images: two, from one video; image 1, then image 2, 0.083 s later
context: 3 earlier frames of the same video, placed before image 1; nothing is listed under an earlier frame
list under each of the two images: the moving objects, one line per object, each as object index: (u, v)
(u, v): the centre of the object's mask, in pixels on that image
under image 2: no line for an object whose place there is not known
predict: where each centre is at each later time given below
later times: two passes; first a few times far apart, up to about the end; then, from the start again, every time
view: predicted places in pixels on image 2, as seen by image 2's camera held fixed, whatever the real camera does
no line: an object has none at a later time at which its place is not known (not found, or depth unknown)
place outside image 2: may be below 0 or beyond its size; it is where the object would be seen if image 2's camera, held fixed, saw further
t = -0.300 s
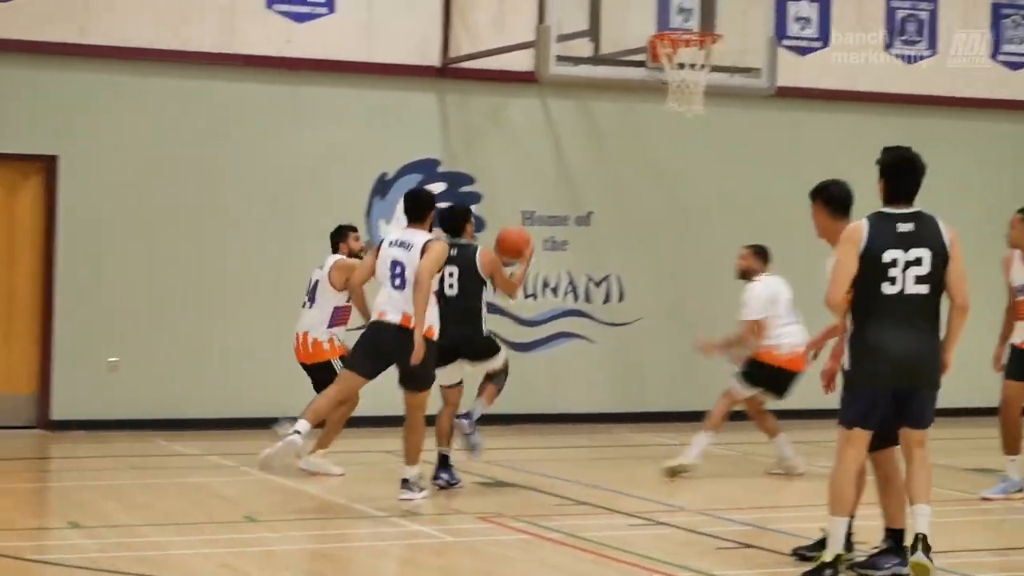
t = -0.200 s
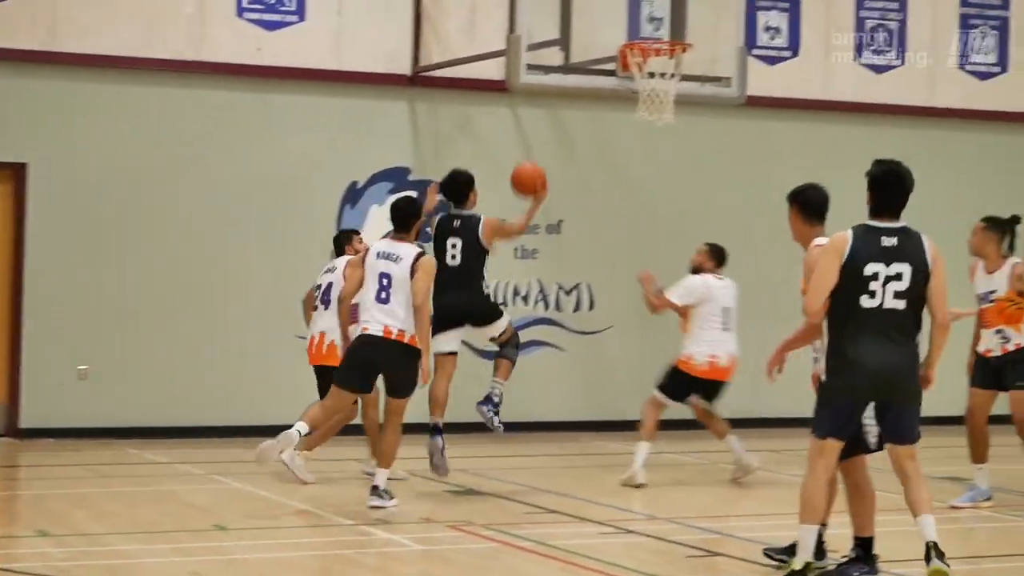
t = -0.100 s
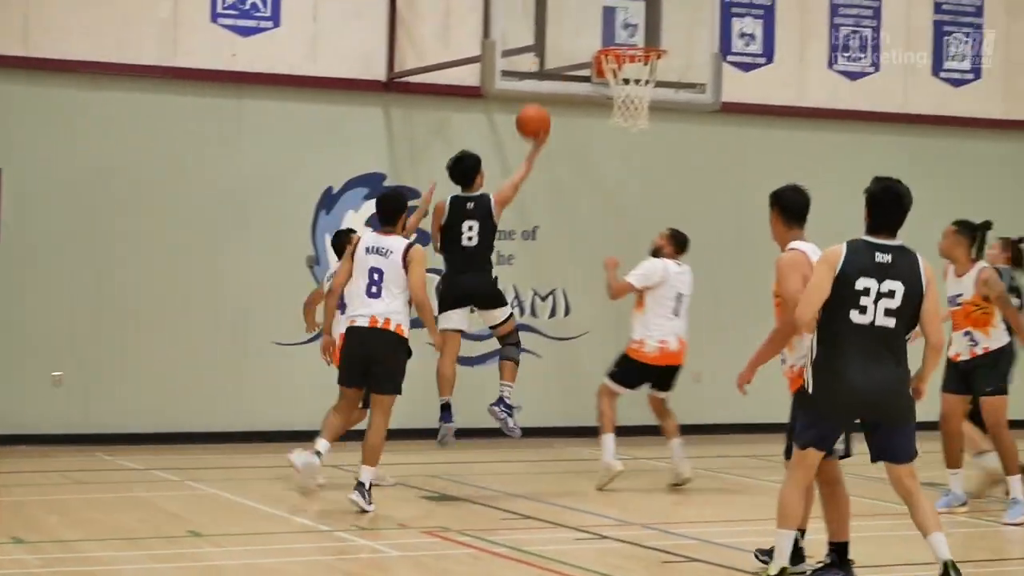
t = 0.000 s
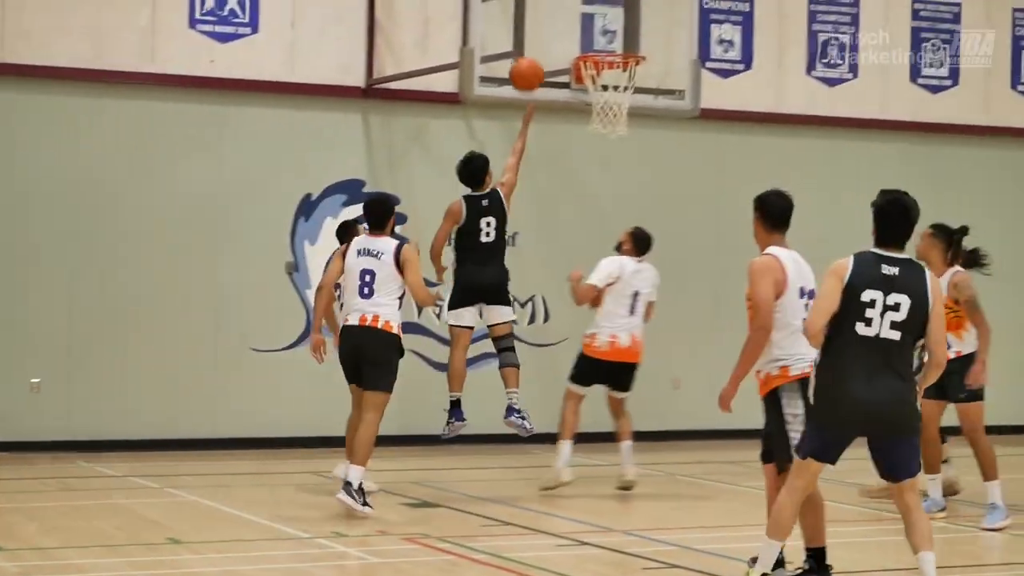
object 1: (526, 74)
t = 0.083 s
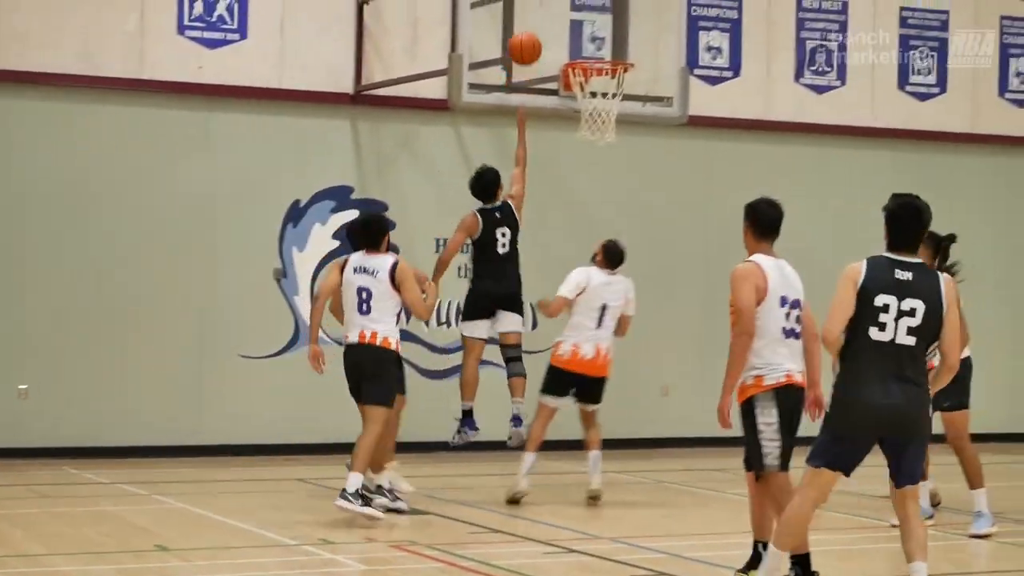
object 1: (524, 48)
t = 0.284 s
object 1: (547, 9)
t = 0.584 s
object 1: (598, 45)
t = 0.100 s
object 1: (527, 43)
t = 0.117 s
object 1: (529, 38)
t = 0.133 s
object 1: (530, 33)
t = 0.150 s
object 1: (532, 29)
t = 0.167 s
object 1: (534, 25)
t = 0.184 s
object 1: (536, 21)
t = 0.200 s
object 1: (538, 18)
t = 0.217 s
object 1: (540, 16)
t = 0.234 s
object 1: (542, 13)
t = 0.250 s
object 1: (544, 11)
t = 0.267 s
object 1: (545, 10)
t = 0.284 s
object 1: (547, 9)
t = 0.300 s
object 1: (549, 8)
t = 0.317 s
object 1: (552, 7)
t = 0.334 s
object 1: (555, 7)
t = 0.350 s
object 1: (557, 6)
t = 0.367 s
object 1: (560, 7)
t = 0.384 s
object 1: (564, 7)
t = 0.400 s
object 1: (567, 9)
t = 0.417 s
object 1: (570, 10)
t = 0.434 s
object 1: (573, 12)
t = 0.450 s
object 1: (576, 13)
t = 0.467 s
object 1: (579, 16)
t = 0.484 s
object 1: (582, 19)
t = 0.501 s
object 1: (584, 23)
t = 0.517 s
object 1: (587, 27)
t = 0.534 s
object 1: (590, 31)
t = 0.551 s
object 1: (593, 35)
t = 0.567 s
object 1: (596, 40)
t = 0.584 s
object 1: (598, 45)
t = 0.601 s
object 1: (601, 49)
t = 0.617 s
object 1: (605, 53)
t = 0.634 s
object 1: (608, 56)
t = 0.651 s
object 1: (609, 71)
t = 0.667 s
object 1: (612, 80)
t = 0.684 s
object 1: (612, 84)
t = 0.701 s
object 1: (613, 90)
